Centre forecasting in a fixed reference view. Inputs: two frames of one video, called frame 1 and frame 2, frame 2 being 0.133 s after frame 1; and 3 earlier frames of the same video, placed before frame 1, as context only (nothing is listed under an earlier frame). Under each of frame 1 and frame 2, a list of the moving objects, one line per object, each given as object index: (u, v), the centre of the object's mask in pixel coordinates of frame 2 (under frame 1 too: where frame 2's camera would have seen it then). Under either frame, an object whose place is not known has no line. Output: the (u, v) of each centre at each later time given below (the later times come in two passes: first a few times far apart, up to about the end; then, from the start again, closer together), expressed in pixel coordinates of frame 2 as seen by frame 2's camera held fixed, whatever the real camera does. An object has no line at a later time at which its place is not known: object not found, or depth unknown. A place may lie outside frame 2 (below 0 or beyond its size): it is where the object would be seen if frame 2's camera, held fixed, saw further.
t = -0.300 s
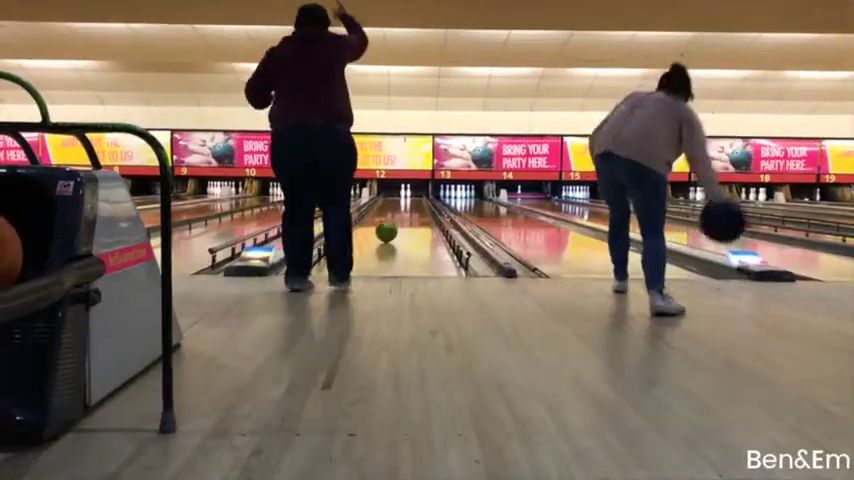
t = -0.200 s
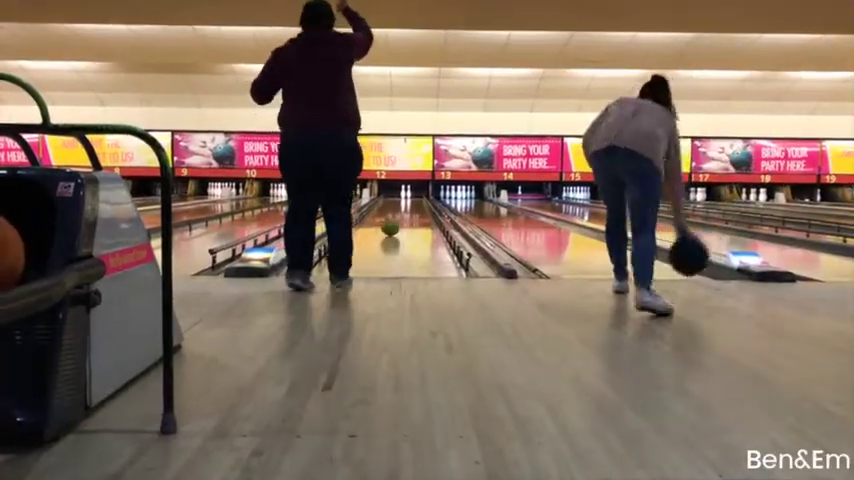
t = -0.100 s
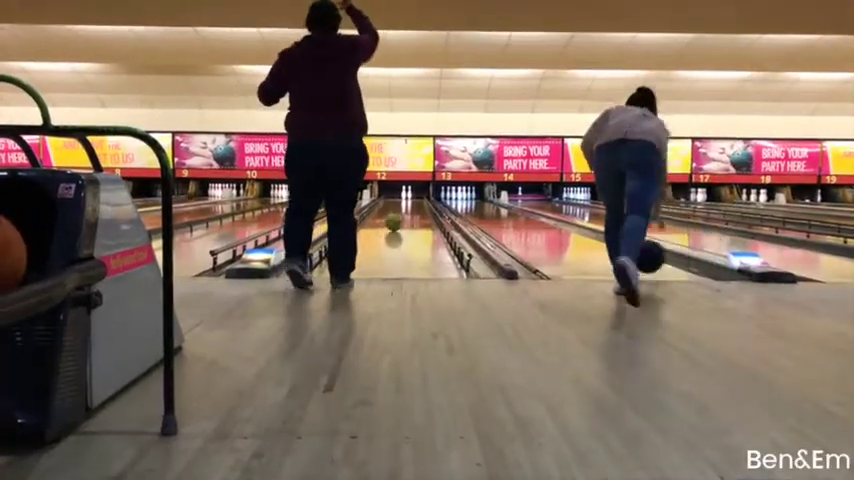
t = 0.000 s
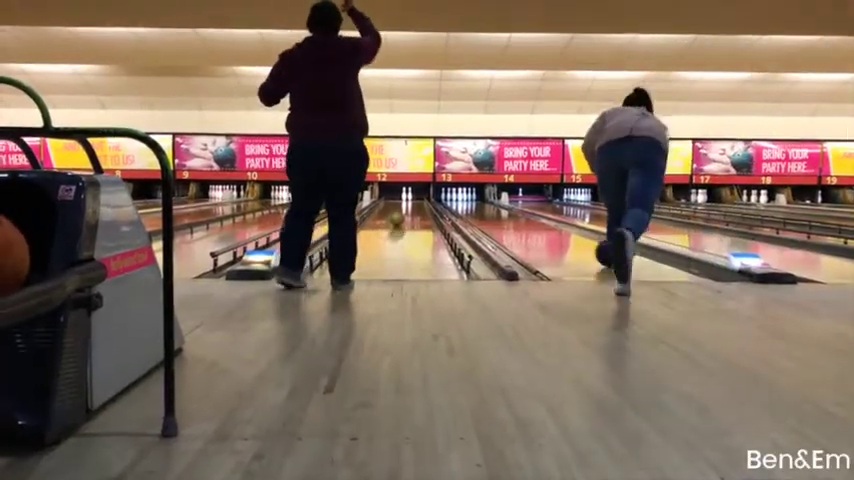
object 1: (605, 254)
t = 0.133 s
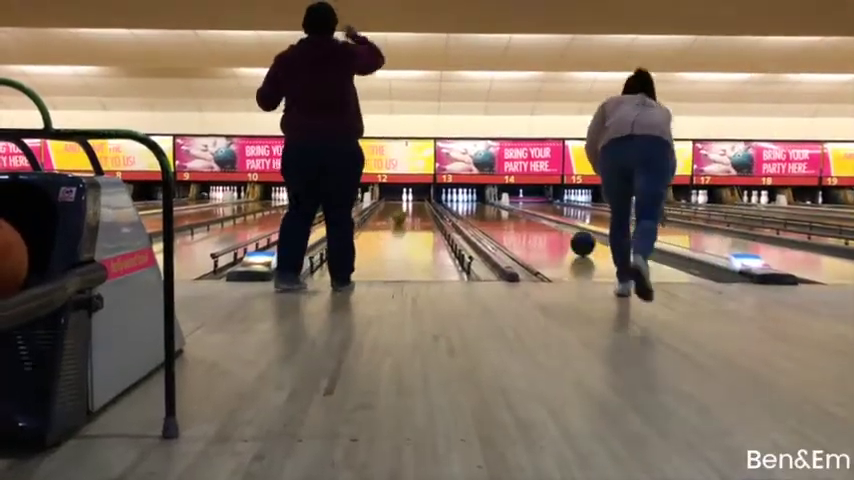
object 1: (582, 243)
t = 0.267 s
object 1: (558, 235)
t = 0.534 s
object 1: (526, 223)
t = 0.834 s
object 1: (505, 215)
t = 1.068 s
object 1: (493, 213)
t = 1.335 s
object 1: (479, 211)
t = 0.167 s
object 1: (573, 240)
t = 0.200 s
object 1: (569, 238)
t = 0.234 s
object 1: (562, 236)
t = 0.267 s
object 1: (558, 235)
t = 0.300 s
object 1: (551, 232)
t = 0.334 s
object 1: (549, 231)
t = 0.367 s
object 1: (545, 230)
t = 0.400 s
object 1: (540, 228)
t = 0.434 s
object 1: (538, 227)
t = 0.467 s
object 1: (533, 225)
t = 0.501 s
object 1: (531, 224)
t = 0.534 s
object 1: (526, 223)
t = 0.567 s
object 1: (524, 222)
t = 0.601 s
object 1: (522, 222)
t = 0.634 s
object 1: (518, 220)
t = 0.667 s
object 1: (516, 220)
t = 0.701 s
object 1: (513, 219)
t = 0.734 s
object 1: (511, 219)
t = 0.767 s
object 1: (509, 217)
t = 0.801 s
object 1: (507, 216)
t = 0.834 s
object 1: (505, 215)
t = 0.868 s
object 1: (502, 215)
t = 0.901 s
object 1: (501, 215)
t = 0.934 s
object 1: (498, 214)
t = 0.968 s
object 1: (497, 214)
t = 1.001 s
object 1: (495, 213)
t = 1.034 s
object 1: (494, 213)
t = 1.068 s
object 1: (493, 213)
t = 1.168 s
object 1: (488, 210)
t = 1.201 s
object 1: (486, 210)
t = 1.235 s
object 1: (483, 209)
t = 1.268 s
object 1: (481, 209)
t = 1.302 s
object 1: (479, 210)
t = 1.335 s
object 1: (479, 211)
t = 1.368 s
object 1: (477, 209)
